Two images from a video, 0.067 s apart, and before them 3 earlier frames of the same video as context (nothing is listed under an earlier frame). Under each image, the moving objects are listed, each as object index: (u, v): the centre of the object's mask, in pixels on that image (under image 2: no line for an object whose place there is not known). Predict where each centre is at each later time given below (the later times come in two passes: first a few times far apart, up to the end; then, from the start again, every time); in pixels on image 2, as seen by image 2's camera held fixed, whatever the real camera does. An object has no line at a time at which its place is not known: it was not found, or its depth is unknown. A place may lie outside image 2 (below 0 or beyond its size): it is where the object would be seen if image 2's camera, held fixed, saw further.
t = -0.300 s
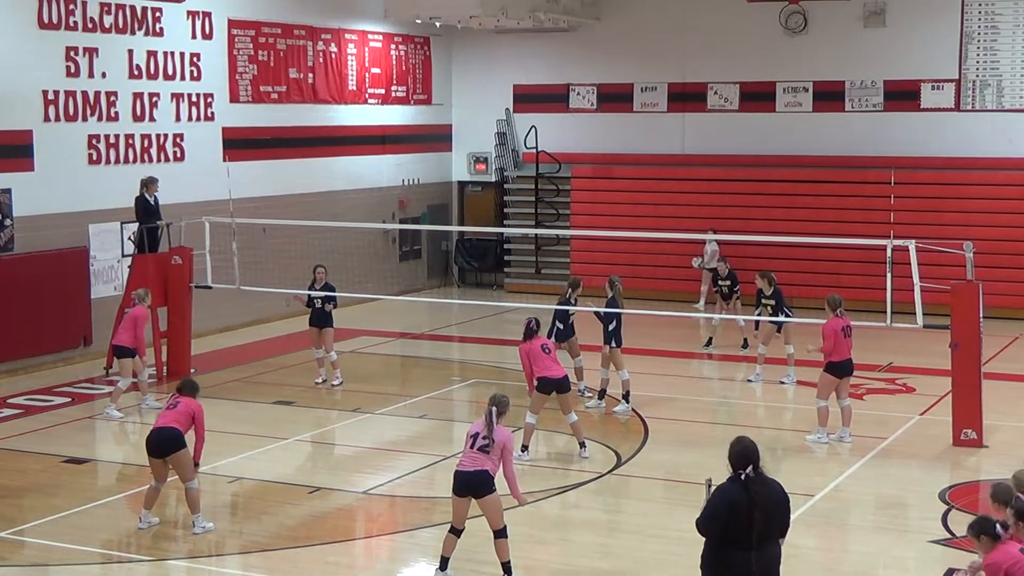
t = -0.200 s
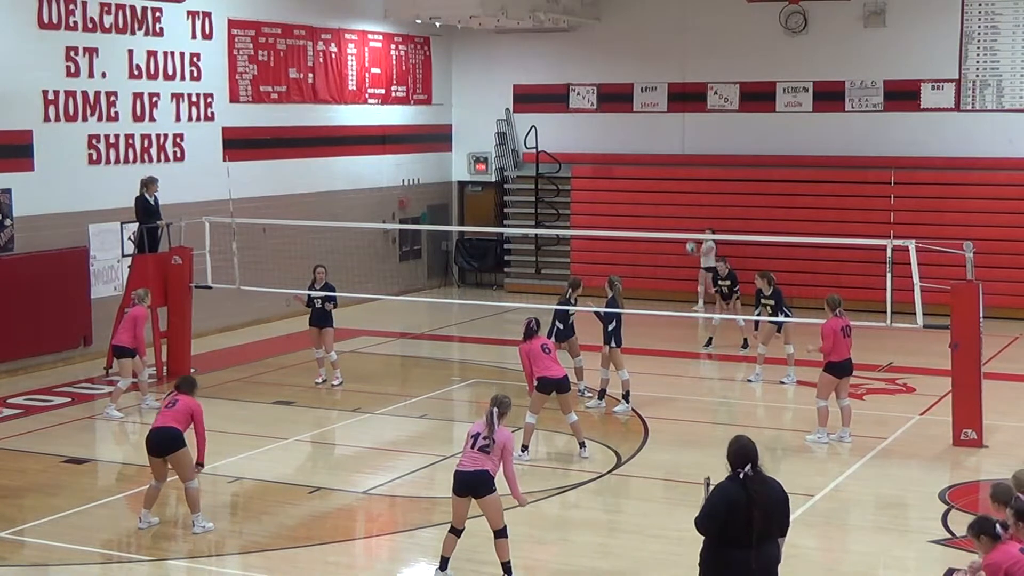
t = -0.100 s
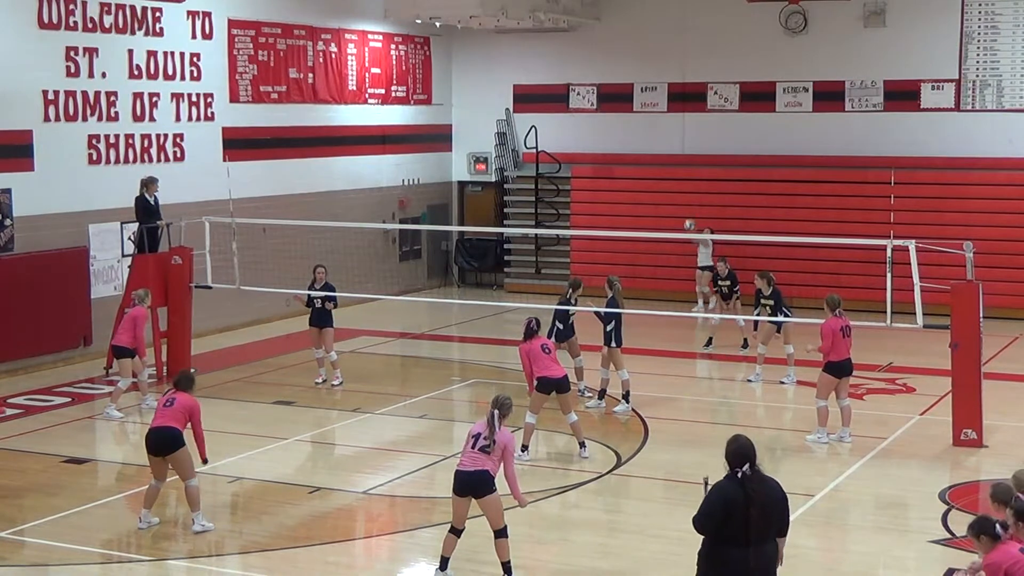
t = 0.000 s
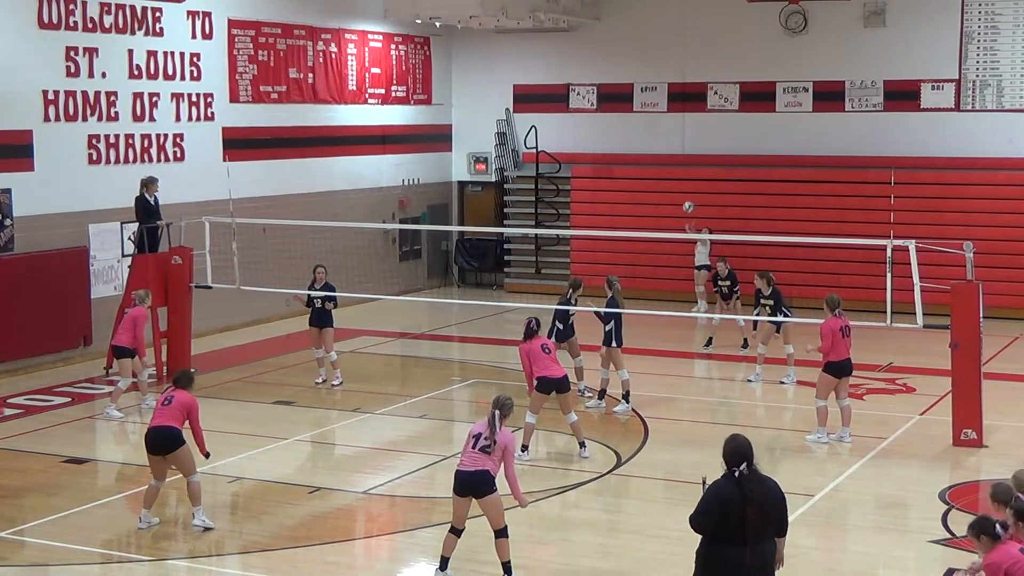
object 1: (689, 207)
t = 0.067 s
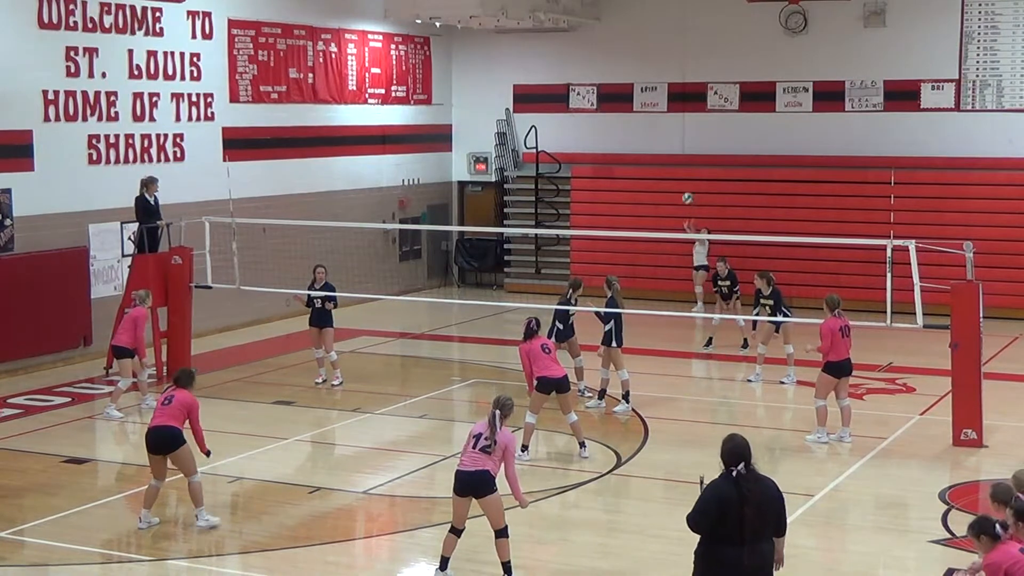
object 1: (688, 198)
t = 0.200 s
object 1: (686, 187)
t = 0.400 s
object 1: (683, 189)
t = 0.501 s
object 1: (682, 198)
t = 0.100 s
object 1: (689, 194)
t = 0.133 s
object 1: (687, 191)
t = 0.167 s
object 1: (687, 189)
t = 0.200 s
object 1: (686, 187)
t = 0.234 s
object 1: (686, 186)
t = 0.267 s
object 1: (685, 186)
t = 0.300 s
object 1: (685, 186)
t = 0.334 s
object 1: (684, 186)
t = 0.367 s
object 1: (684, 187)
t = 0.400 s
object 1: (683, 189)
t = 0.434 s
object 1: (683, 192)
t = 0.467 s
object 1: (683, 194)
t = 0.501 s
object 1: (682, 198)
